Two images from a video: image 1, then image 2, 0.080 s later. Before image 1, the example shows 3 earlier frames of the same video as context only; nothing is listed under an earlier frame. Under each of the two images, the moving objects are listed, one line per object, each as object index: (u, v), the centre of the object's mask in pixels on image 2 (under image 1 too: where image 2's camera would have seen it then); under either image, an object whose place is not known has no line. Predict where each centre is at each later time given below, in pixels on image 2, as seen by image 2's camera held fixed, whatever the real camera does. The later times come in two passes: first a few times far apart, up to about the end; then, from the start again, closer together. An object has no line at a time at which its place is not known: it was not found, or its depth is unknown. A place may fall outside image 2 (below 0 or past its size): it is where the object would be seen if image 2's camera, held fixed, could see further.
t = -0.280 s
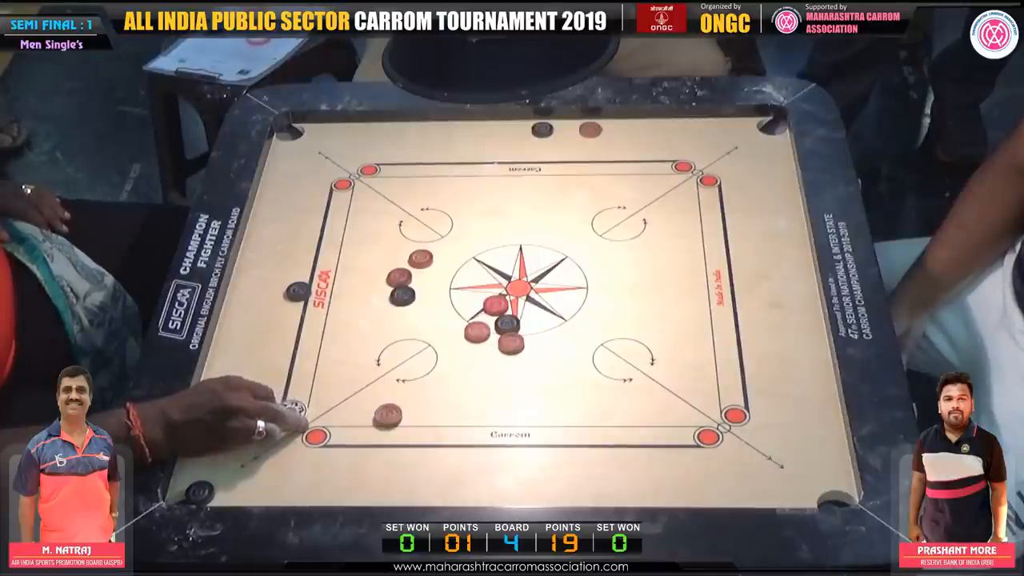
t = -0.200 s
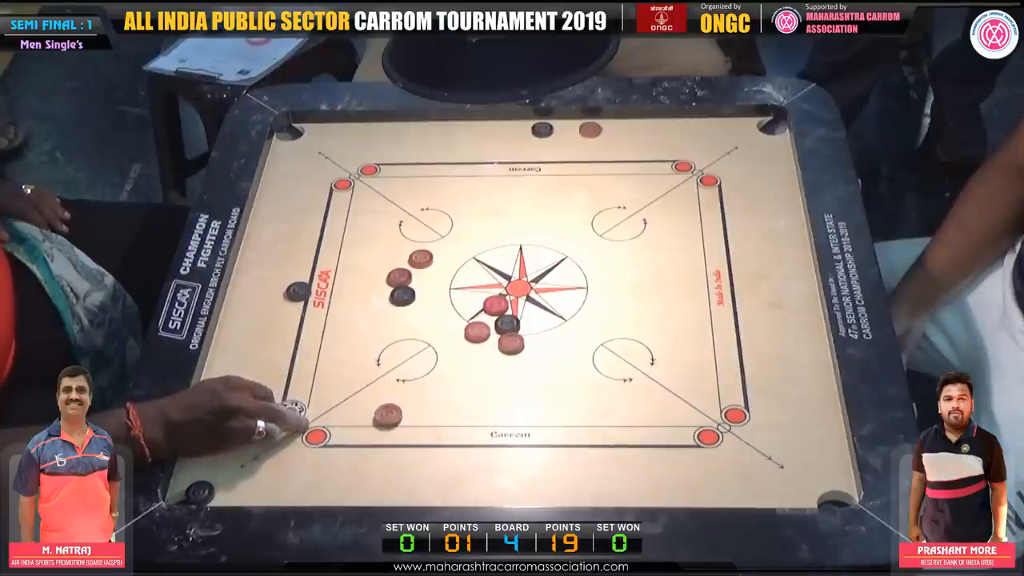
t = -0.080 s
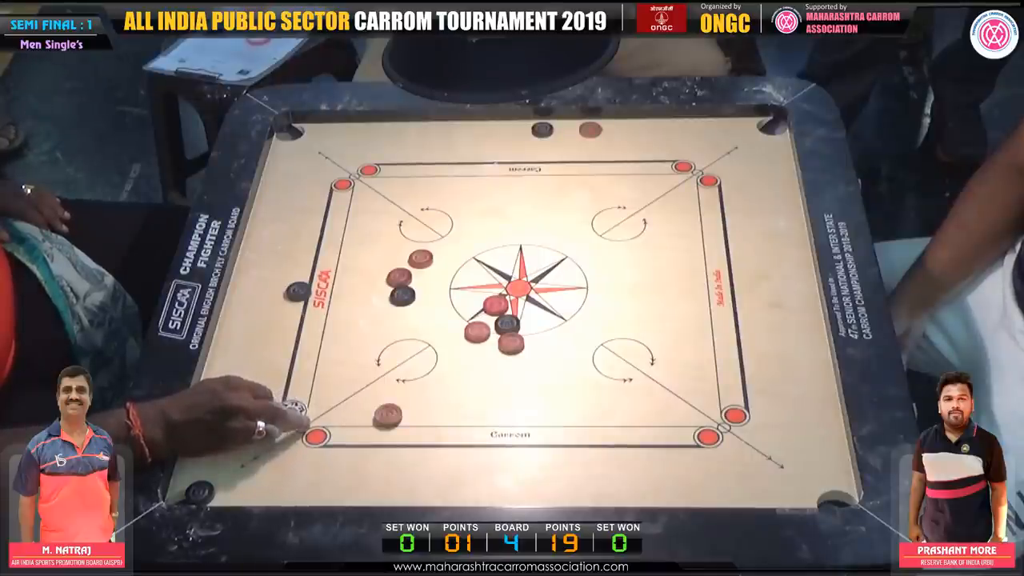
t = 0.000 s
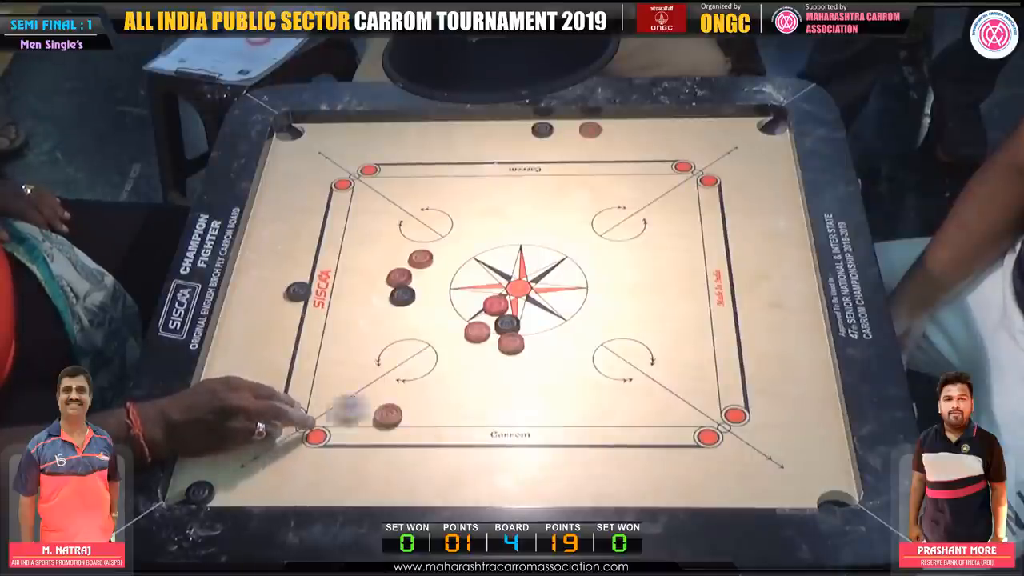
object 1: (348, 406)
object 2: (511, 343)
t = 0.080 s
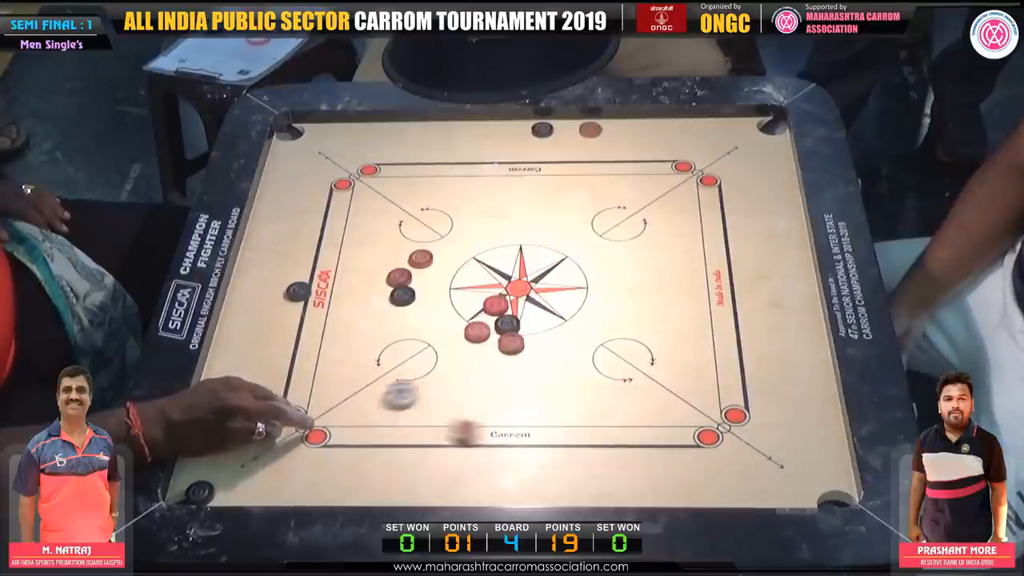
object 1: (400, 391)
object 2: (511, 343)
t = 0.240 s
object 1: (476, 368)
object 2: (511, 343)
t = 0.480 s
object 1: (535, 357)
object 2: (532, 331)
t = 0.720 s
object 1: (545, 356)
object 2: (534, 329)
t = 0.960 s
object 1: (545, 355)
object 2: (534, 329)
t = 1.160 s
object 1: (545, 355)
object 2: (534, 329)
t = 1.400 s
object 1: (545, 355)
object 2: (534, 329)
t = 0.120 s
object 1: (421, 385)
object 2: (511, 343)
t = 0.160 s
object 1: (441, 380)
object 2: (511, 343)
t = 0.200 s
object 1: (459, 374)
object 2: (511, 343)
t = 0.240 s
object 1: (476, 368)
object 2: (511, 343)
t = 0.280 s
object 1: (490, 365)
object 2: (511, 343)
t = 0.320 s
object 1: (504, 361)
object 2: (514, 341)
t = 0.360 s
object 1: (514, 360)
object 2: (521, 337)
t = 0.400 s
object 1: (522, 359)
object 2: (526, 335)
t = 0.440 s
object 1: (529, 358)
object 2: (530, 332)
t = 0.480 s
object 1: (535, 357)
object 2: (532, 331)
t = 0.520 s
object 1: (539, 356)
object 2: (534, 330)
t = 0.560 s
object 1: (543, 356)
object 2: (534, 329)
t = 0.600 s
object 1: (544, 356)
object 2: (534, 329)
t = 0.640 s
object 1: (545, 356)
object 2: (534, 329)
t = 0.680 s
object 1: (545, 356)
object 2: (534, 329)
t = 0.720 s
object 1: (545, 356)
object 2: (534, 329)
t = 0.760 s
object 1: (545, 356)
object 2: (534, 329)
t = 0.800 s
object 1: (545, 356)
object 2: (534, 329)
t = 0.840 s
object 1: (545, 356)
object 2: (534, 329)
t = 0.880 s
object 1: (545, 356)
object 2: (534, 329)
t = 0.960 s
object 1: (545, 355)
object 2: (534, 329)
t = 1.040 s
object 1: (545, 355)
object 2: (534, 329)
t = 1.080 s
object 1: (545, 355)
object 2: (534, 329)
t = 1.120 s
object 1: (545, 355)
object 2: (534, 329)
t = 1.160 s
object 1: (545, 355)
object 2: (534, 329)
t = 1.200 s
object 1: (545, 355)
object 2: (534, 329)
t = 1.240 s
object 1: (545, 356)
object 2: (534, 329)
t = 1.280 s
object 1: (545, 356)
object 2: (534, 329)
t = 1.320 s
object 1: (545, 355)
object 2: (534, 329)
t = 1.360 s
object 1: (545, 356)
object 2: (534, 329)
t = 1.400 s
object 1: (545, 355)
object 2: (534, 329)
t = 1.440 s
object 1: (545, 355)
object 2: (534, 329)
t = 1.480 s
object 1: (545, 355)
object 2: (534, 329)
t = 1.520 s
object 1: (545, 355)
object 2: (534, 329)
